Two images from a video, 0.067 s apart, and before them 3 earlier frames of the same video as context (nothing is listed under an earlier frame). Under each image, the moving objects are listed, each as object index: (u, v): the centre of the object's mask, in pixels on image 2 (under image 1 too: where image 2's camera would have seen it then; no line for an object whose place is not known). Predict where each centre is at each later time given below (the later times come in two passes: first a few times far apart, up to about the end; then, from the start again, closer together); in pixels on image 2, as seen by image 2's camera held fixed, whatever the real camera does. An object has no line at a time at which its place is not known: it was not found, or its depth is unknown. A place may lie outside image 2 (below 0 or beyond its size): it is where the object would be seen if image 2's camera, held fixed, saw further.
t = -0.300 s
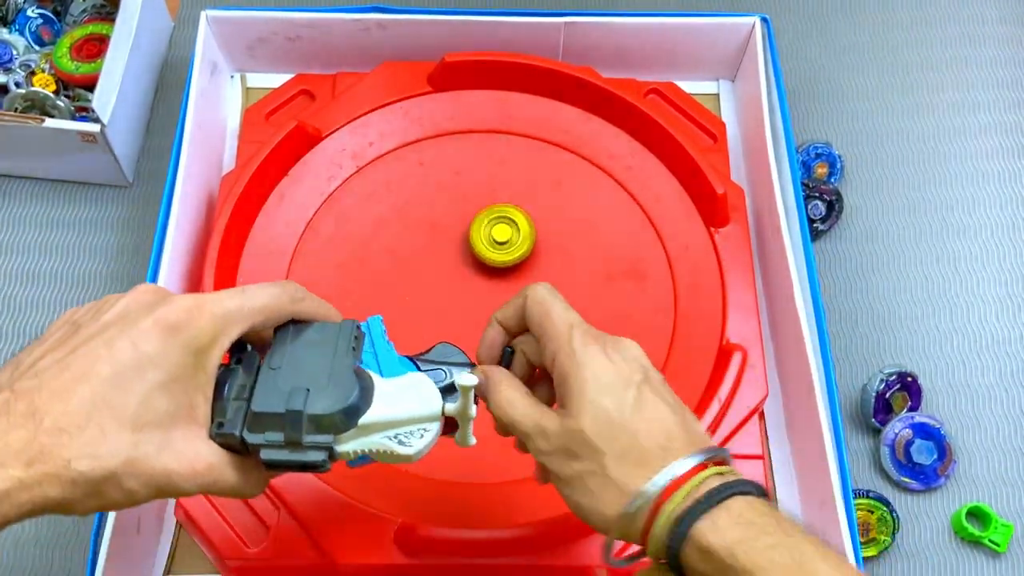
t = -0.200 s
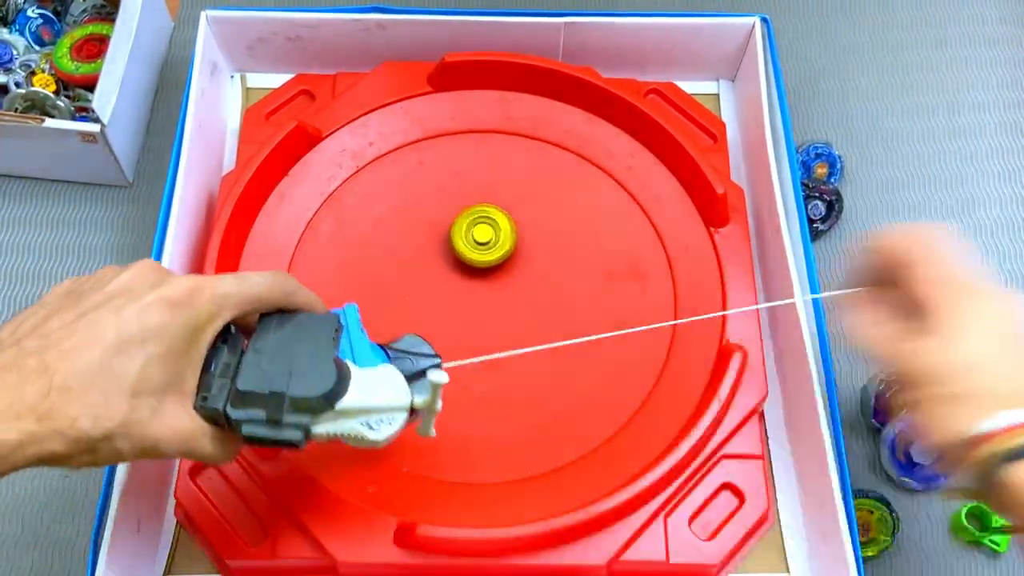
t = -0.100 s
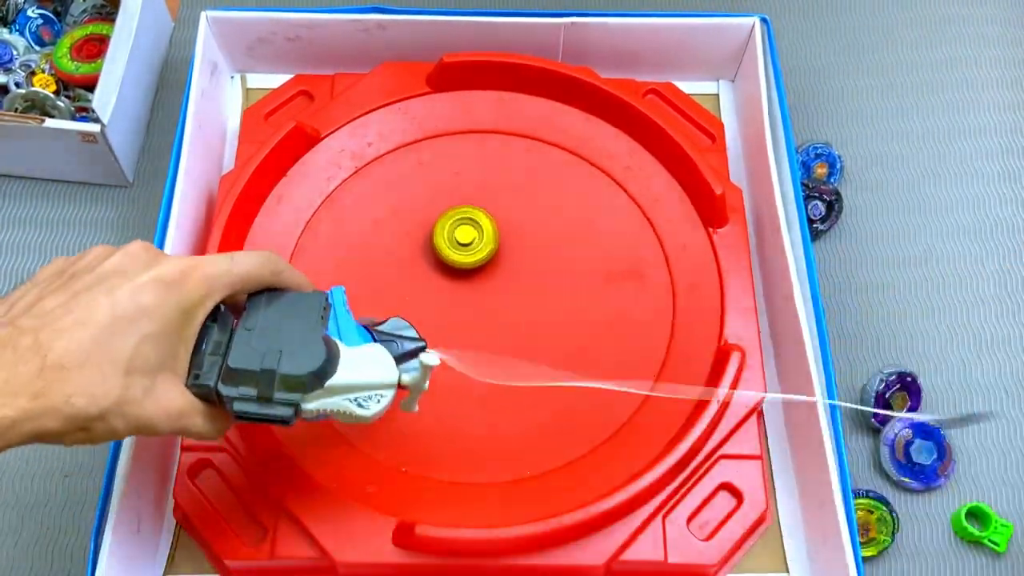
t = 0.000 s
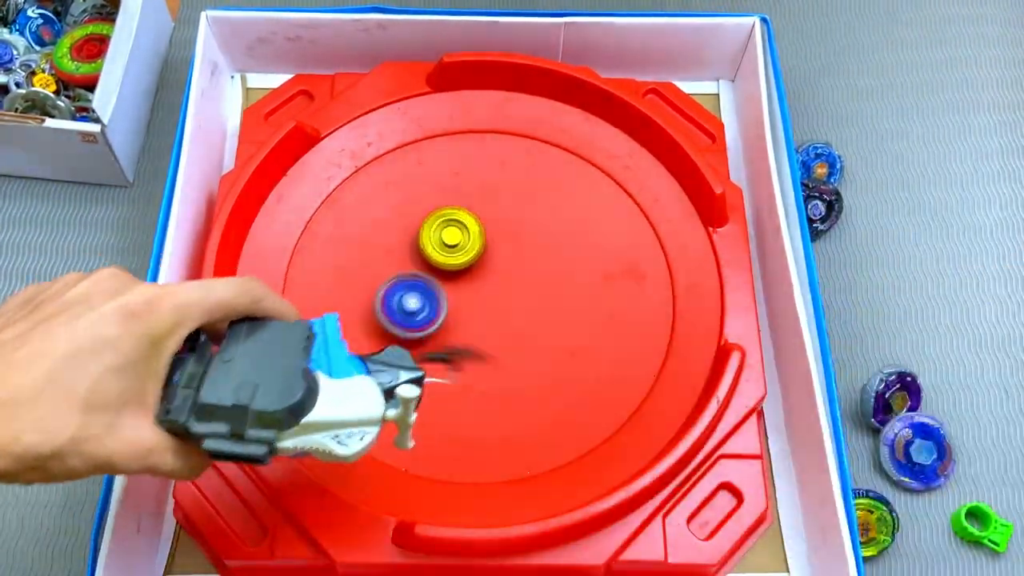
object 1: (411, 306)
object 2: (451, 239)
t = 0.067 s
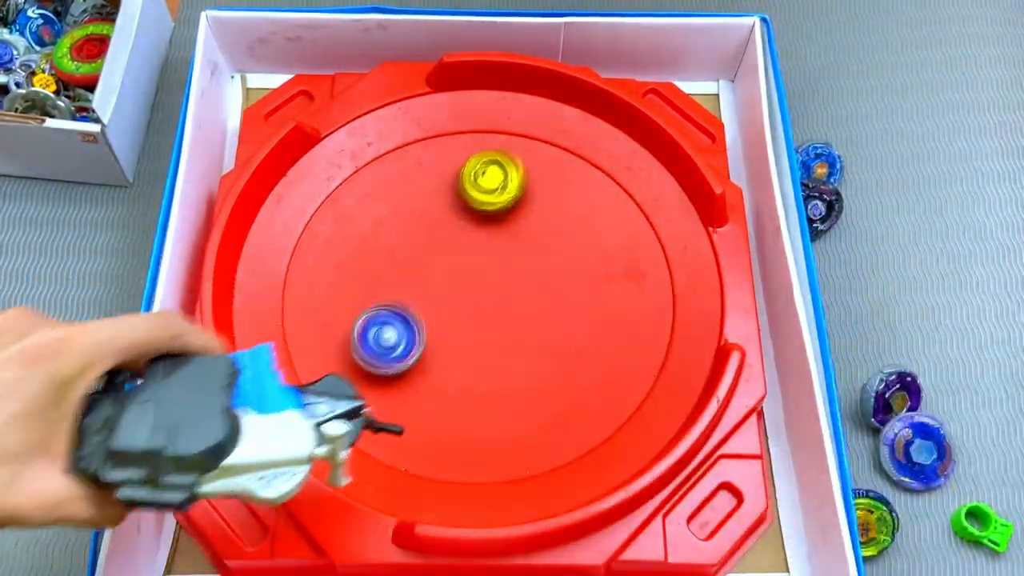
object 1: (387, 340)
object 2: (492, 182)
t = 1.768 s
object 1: (416, 266)
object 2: (342, 274)
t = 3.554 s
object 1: (461, 329)
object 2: (548, 342)
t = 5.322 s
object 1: (472, 299)
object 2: (447, 231)
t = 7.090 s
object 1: (482, 298)
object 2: (498, 380)
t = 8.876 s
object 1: (476, 297)
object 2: (458, 234)
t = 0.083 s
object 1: (376, 354)
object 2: (506, 162)
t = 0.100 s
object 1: (364, 369)
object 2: (521, 143)
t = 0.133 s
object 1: (344, 397)
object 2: (548, 115)
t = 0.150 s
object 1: (336, 412)
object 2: (558, 113)
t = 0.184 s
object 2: (577, 120)
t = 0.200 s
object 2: (585, 127)
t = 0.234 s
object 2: (602, 149)
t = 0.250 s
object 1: (332, 460)
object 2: (609, 160)
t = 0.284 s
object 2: (620, 181)
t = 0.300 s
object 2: (624, 194)
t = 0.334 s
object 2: (628, 218)
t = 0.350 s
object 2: (628, 230)
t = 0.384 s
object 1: (417, 465)
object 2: (626, 254)
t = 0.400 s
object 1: (432, 462)
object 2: (623, 266)
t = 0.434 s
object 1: (463, 451)
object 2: (616, 288)
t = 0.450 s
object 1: (478, 445)
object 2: (610, 300)
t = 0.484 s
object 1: (506, 431)
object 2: (598, 321)
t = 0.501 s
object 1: (519, 424)
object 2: (591, 331)
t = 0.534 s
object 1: (543, 407)
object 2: (575, 348)
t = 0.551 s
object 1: (547, 412)
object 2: (570, 341)
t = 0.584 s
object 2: (565, 321)
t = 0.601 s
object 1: (552, 452)
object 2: (561, 309)
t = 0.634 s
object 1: (551, 460)
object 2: (552, 291)
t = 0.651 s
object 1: (550, 463)
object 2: (546, 283)
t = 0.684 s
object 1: (548, 465)
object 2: (535, 270)
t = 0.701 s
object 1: (546, 463)
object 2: (529, 266)
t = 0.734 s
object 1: (543, 456)
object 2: (519, 258)
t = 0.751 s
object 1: (542, 449)
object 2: (513, 256)
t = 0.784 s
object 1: (539, 436)
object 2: (503, 256)
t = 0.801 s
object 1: (538, 429)
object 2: (497, 257)
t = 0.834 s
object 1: (536, 412)
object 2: (491, 262)
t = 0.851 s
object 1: (536, 403)
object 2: (488, 265)
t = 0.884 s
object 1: (535, 385)
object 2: (485, 272)
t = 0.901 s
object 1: (536, 376)
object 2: (484, 275)
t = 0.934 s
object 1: (537, 359)
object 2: (480, 281)
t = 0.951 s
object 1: (538, 350)
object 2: (478, 283)
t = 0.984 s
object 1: (542, 337)
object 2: (473, 289)
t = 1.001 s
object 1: (544, 331)
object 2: (471, 291)
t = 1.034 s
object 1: (547, 320)
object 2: (467, 296)
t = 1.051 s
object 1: (547, 316)
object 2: (464, 298)
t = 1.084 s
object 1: (544, 307)
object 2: (460, 303)
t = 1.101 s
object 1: (541, 303)
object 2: (458, 305)
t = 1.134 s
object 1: (535, 295)
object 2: (454, 309)
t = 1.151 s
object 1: (530, 292)
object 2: (452, 311)
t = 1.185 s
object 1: (518, 286)
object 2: (448, 315)
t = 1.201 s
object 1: (511, 284)
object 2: (446, 317)
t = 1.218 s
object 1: (509, 281)
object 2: (439, 320)
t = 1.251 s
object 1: (530, 267)
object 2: (397, 335)
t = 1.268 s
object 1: (539, 260)
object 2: (379, 341)
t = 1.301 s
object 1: (554, 249)
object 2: (347, 350)
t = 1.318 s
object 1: (559, 243)
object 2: (333, 352)
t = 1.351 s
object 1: (566, 234)
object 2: (309, 353)
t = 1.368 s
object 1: (568, 231)
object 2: (299, 351)
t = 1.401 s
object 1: (568, 223)
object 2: (289, 340)
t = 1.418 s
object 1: (567, 221)
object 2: (288, 335)
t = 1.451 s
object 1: (561, 216)
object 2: (292, 324)
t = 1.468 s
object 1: (557, 215)
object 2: (296, 318)
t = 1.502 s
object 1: (545, 212)
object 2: (302, 306)
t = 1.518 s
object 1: (538, 212)
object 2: (305, 301)
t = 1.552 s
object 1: (521, 211)
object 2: (311, 292)
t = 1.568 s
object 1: (512, 211)
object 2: (314, 288)
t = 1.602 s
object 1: (493, 213)
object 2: (319, 283)
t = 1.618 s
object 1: (484, 215)
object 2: (321, 281)
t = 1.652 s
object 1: (465, 223)
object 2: (325, 278)
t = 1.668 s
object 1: (457, 227)
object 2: (326, 277)
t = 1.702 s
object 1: (440, 237)
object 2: (331, 276)
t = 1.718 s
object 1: (433, 244)
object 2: (333, 275)
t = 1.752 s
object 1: (420, 258)
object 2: (339, 274)
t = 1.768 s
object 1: (416, 266)
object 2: (342, 274)
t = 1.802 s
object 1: (438, 283)
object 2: (319, 273)
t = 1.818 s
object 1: (449, 290)
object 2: (309, 272)
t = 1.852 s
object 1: (470, 307)
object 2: (296, 271)
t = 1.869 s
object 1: (479, 313)
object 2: (293, 270)
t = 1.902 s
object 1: (498, 324)
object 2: (292, 269)
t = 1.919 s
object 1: (506, 329)
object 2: (293, 268)
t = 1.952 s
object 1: (524, 334)
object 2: (297, 265)
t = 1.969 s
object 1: (533, 335)
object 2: (300, 264)
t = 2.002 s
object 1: (552, 334)
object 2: (307, 261)
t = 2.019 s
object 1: (560, 333)
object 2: (311, 260)
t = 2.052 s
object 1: (577, 328)
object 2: (319, 259)
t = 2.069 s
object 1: (584, 324)
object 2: (324, 259)
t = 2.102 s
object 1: (597, 314)
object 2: (334, 259)
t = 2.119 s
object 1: (602, 309)
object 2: (339, 259)
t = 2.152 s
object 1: (610, 296)
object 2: (351, 261)
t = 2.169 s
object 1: (612, 288)
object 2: (356, 262)
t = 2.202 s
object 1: (613, 273)
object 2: (369, 265)
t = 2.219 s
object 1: (612, 267)
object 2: (375, 267)
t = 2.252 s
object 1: (607, 252)
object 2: (390, 273)
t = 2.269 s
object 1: (603, 246)
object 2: (397, 276)
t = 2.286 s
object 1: (598, 241)
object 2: (404, 280)
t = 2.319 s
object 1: (584, 232)
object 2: (420, 289)
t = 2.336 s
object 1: (576, 228)
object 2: (427, 294)
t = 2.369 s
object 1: (558, 224)
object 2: (442, 306)
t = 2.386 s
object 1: (549, 223)
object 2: (448, 312)
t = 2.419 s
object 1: (530, 224)
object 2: (461, 326)
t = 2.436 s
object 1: (520, 226)
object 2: (466, 334)
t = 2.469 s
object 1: (503, 232)
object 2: (476, 348)
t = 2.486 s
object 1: (495, 237)
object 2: (480, 356)
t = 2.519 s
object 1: (480, 248)
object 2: (488, 372)
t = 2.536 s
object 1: (473, 254)
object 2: (491, 380)
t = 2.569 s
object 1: (461, 268)
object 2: (495, 394)
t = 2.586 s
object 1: (456, 276)
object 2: (495, 401)
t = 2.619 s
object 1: (449, 292)
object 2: (496, 414)
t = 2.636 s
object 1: (446, 301)
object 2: (496, 420)
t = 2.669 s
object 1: (442, 318)
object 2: (495, 431)
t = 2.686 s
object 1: (441, 327)
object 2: (494, 436)
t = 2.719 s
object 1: (443, 344)
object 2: (489, 443)
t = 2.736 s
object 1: (444, 353)
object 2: (487, 446)
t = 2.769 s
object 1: (450, 369)
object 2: (483, 448)
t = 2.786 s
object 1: (454, 377)
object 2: (481, 449)
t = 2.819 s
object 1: (458, 371)
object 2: (485, 467)
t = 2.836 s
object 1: (459, 364)
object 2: (487, 470)
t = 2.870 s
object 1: (461, 351)
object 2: (490, 472)
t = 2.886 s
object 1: (462, 345)
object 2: (491, 475)
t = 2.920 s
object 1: (466, 336)
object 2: (492, 475)
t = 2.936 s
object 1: (468, 332)
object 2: (492, 474)
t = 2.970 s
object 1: (470, 326)
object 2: (489, 468)
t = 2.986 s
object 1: (471, 324)
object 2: (487, 465)
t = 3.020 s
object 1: (470, 320)
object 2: (481, 455)
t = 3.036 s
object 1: (469, 319)
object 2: (479, 450)
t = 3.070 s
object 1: (466, 315)
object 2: (476, 441)
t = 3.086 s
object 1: (465, 313)
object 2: (475, 435)
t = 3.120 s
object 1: (463, 312)
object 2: (473, 425)
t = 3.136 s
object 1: (462, 312)
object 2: (472, 420)
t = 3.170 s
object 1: (459, 313)
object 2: (473, 411)
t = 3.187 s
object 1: (457, 314)
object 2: (475, 407)
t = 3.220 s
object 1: (453, 314)
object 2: (478, 401)
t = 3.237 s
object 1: (451, 314)
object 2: (480, 399)
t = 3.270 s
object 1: (448, 315)
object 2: (485, 394)
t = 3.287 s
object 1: (446, 316)
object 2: (488, 391)
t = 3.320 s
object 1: (444, 319)
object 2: (493, 387)
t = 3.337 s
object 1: (442, 320)
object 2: (497, 384)
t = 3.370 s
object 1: (441, 322)
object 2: (502, 379)
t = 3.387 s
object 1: (440, 323)
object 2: (506, 377)
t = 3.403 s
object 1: (441, 323)
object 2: (509, 374)
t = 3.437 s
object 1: (445, 324)
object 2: (516, 368)
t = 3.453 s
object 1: (447, 325)
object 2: (520, 364)
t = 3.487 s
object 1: (452, 328)
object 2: (528, 358)
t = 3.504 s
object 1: (454, 329)
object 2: (533, 354)
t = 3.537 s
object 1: (459, 329)
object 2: (543, 346)
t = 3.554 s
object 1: (461, 329)
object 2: (548, 342)
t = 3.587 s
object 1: (465, 327)
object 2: (556, 336)
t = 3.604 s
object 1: (467, 325)
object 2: (560, 332)
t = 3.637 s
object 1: (470, 320)
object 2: (568, 327)
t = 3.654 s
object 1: (472, 318)
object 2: (572, 324)
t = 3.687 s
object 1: (477, 311)
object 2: (579, 319)
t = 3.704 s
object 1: (480, 307)
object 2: (581, 317)
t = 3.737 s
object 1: (482, 299)
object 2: (585, 315)
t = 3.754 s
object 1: (483, 294)
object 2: (587, 313)
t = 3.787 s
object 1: (480, 287)
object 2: (590, 312)
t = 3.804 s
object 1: (477, 284)
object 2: (591, 311)
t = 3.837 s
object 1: (470, 278)
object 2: (594, 309)
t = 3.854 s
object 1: (466, 275)
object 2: (595, 308)
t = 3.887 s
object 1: (459, 272)
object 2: (597, 306)
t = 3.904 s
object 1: (455, 271)
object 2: (597, 305)
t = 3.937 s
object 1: (448, 270)
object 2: (598, 303)
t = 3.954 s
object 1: (445, 271)
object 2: (599, 302)
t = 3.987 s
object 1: (437, 272)
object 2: (599, 299)
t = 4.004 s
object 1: (433, 274)
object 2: (599, 297)
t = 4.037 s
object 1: (427, 279)
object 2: (598, 294)
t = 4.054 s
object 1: (424, 283)
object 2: (598, 293)
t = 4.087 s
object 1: (422, 291)
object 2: (597, 290)
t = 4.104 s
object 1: (421, 295)
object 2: (595, 289)
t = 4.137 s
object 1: (422, 304)
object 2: (593, 286)
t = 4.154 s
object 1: (423, 308)
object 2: (592, 285)
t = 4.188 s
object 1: (428, 316)
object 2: (589, 282)
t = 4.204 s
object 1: (432, 319)
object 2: (587, 281)
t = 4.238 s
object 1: (441, 325)
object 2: (584, 279)
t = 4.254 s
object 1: (447, 327)
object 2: (582, 277)
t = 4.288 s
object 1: (459, 328)
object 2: (578, 274)
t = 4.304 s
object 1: (466, 327)
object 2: (576, 273)
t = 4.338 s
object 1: (479, 325)
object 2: (571, 269)
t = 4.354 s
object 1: (485, 322)
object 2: (570, 267)
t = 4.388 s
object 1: (497, 315)
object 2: (566, 263)
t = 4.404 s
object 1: (501, 311)
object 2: (564, 262)
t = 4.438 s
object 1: (509, 301)
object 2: (560, 258)
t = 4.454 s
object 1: (502, 303)
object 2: (566, 251)
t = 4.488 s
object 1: (489, 306)
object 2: (575, 236)
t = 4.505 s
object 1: (484, 306)
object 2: (577, 231)
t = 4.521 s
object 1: (480, 306)
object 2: (578, 227)
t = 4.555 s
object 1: (475, 303)
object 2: (578, 222)
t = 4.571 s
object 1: (473, 303)
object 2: (578, 220)
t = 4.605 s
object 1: (470, 302)
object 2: (577, 218)
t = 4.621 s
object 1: (469, 303)
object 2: (577, 217)
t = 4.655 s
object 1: (468, 304)
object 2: (575, 216)
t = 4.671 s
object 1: (468, 304)
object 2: (574, 215)
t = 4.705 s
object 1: (470, 305)
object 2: (572, 214)
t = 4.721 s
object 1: (470, 306)
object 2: (570, 214)
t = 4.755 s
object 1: (472, 307)
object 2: (567, 213)
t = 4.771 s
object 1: (473, 307)
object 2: (566, 214)
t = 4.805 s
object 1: (474, 307)
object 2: (562, 213)
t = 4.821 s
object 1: (475, 307)
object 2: (560, 213)
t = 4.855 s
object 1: (475, 307)
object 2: (556, 214)
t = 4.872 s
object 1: (475, 306)
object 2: (553, 214)
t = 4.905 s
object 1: (476, 304)
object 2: (549, 215)
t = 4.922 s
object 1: (476, 304)
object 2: (546, 215)
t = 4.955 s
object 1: (476, 302)
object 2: (541, 217)
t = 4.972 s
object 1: (476, 302)
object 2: (538, 217)
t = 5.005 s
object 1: (476, 301)
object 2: (532, 218)
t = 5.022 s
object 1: (476, 301)
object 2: (529, 219)
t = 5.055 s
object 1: (476, 300)
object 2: (522, 220)
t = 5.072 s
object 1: (475, 300)
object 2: (519, 221)
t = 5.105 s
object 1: (474, 299)
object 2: (512, 222)
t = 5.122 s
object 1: (473, 299)
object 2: (508, 223)
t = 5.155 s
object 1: (472, 299)
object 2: (498, 225)
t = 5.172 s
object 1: (471, 299)
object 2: (492, 225)
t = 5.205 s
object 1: (470, 298)
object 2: (482, 227)
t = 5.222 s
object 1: (470, 298)
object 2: (477, 228)
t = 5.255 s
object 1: (470, 298)
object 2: (467, 229)
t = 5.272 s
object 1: (470, 298)
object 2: (462, 229)
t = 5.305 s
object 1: (471, 299)
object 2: (452, 231)
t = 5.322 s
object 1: (472, 299)
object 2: (447, 231)
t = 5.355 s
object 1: (472, 301)
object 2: (438, 231)
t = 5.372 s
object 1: (472, 301)
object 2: (434, 231)
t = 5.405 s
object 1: (472, 301)
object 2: (427, 232)
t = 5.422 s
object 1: (471, 301)
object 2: (423, 233)
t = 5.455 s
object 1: (471, 300)
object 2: (417, 233)
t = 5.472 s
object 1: (470, 300)
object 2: (414, 234)
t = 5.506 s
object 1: (471, 298)
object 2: (409, 235)
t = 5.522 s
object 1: (471, 298)
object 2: (406, 235)
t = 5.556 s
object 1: (473, 297)
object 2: (403, 236)
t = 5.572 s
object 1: (474, 297)
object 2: (400, 237)
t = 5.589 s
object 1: (474, 297)
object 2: (399, 237)
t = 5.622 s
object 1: (475, 297)
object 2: (396, 240)
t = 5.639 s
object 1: (475, 297)
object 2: (394, 242)
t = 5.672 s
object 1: (476, 297)
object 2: (390, 244)
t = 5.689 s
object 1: (476, 297)
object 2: (389, 244)
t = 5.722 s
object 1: (475, 297)
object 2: (386, 247)
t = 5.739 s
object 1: (475, 297)
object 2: (385, 248)
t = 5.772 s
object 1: (475, 297)
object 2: (383, 250)
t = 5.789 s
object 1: (475, 296)
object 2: (383, 252)
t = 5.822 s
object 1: (476, 295)
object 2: (382, 255)
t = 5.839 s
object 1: (476, 295)
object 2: (381, 257)
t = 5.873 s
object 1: (476, 294)
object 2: (381, 261)
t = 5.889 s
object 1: (476, 294)
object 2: (381, 264)
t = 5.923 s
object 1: (477, 294)
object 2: (381, 268)
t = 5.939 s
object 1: (476, 294)
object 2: (381, 270)
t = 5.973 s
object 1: (476, 294)
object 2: (382, 275)
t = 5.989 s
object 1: (476, 295)
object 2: (382, 278)
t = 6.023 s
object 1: (475, 295)
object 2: (383, 284)
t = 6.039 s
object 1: (475, 295)
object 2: (384, 287)
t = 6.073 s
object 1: (474, 295)
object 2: (384, 293)
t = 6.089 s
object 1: (473, 294)
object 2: (385, 296)
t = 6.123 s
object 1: (473, 294)
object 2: (386, 302)
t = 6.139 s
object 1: (473, 294)
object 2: (386, 305)
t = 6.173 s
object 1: (474, 294)
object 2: (387, 311)
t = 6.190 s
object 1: (474, 294)
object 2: (387, 313)
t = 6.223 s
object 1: (476, 295)
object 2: (389, 319)
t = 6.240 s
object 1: (477, 296)
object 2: (389, 322)
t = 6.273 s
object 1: (479, 297)
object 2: (391, 327)
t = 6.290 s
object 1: (480, 298)
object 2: (391, 329)
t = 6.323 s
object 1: (481, 299)
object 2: (392, 334)
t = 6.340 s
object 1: (482, 299)
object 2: (394, 335)
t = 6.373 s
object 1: (483, 300)
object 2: (397, 340)
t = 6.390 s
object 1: (484, 300)
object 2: (398, 342)
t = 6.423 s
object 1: (484, 299)
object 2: (401, 347)
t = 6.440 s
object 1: (485, 299)
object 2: (403, 349)
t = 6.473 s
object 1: (485, 298)
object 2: (406, 353)
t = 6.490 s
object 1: (485, 297)
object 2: (408, 354)
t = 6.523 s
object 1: (485, 296)
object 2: (412, 358)
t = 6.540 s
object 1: (484, 295)
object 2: (415, 359)
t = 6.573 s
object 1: (484, 294)
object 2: (420, 362)
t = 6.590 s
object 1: (485, 294)
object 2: (423, 364)
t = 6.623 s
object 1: (485, 294)
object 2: (429, 368)
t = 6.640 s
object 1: (486, 293)
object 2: (432, 370)
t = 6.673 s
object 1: (486, 294)
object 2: (438, 373)
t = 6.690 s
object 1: (486, 294)
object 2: (441, 374)
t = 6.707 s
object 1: (486, 294)
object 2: (443, 375)
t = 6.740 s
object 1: (486, 295)
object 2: (449, 377)
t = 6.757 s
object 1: (486, 295)
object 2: (451, 378)
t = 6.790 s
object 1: (485, 295)
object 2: (456, 380)
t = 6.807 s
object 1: (485, 295)
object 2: (459, 380)
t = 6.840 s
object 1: (484, 295)
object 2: (464, 382)
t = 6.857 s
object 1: (484, 294)
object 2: (466, 382)
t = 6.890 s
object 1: (483, 294)
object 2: (471, 383)
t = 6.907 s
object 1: (483, 294)
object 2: (474, 383)
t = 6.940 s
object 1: (482, 295)
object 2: (479, 383)
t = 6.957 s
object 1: (483, 294)
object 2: (481, 383)
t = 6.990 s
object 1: (483, 295)
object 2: (485, 382)
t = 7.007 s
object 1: (483, 296)
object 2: (487, 382)
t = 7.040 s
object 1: (483, 296)
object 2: (491, 382)
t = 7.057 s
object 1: (483, 297)
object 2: (493, 381)
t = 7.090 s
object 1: (482, 298)
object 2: (498, 380)
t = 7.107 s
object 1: (482, 298)
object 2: (500, 379)
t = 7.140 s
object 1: (481, 299)
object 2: (504, 378)
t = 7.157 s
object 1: (481, 299)
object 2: (506, 377)
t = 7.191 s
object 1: (481, 299)
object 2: (511, 375)
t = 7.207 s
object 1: (480, 300)
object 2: (514, 374)
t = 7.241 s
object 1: (481, 300)
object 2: (518, 371)
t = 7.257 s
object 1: (481, 301)
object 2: (521, 369)
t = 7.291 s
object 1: (481, 302)
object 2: (525, 366)
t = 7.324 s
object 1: (482, 302)
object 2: (530, 362)
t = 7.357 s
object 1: (482, 303)
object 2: (534, 358)
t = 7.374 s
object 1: (483, 303)
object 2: (537, 355)
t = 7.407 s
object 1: (484, 304)
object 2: (542, 350)
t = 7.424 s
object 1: (484, 303)
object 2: (546, 348)
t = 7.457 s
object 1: (485, 304)
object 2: (550, 342)
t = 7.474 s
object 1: (486, 304)
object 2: (553, 340)
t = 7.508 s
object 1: (486, 304)
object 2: (557, 335)
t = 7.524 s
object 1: (486, 304)
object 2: (559, 332)
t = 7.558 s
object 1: (487, 303)
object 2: (563, 327)
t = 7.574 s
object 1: (487, 303)
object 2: (564, 325)
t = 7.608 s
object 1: (487, 302)
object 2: (567, 320)
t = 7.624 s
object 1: (487, 301)
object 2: (569, 317)
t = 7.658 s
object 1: (488, 301)
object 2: (572, 313)
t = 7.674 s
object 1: (488, 300)
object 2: (574, 310)
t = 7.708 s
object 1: (488, 300)
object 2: (576, 305)
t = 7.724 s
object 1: (488, 300)
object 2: (577, 303)
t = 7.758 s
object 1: (487, 300)
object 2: (578, 299)
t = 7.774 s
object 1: (486, 300)
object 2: (578, 298)
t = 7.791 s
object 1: (486, 299)
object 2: (579, 296)
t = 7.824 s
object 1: (485, 299)
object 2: (579, 293)
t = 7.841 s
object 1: (484, 299)
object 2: (579, 291)
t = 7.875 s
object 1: (483, 299)
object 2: (578, 288)
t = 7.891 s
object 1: (483, 300)
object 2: (578, 287)
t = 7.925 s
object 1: (482, 300)
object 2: (577, 283)
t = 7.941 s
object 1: (481, 300)
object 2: (577, 282)
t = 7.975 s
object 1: (480, 300)
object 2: (576, 279)
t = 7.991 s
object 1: (480, 300)
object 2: (575, 277)
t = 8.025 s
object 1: (479, 300)
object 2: (573, 274)
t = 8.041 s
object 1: (479, 301)
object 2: (572, 272)
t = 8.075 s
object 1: (478, 301)
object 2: (569, 269)
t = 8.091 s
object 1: (478, 302)
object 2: (568, 267)
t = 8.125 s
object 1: (477, 303)
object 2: (565, 264)
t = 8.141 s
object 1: (477, 303)
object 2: (564, 262)
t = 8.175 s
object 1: (476, 304)
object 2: (561, 260)
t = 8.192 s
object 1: (476, 304)
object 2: (559, 258)
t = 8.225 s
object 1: (476, 305)
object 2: (556, 255)
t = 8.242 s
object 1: (477, 305)
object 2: (554, 254)
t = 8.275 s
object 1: (477, 306)
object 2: (550, 252)
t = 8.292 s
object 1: (477, 306)
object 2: (548, 250)
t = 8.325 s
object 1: (478, 306)
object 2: (543, 247)
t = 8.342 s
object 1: (478, 307)
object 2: (542, 246)
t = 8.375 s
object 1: (479, 307)
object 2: (537, 243)
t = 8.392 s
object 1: (480, 307)
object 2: (534, 241)
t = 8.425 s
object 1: (480, 307)
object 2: (529, 239)
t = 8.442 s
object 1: (481, 306)
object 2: (527, 238)
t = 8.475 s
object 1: (481, 306)
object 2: (522, 235)
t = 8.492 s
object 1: (482, 306)
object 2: (520, 234)
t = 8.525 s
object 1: (482, 305)
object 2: (515, 233)
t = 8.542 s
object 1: (482, 305)
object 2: (513, 232)
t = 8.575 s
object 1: (483, 304)
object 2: (507, 232)
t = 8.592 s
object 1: (483, 303)
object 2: (505, 231)
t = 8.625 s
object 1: (483, 302)
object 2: (499, 231)
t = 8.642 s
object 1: (484, 301)
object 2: (495, 231)
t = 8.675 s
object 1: (483, 300)
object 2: (490, 230)
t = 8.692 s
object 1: (483, 300)
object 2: (487, 231)
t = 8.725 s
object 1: (482, 299)
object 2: (481, 231)
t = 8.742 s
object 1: (482, 299)
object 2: (479, 231)
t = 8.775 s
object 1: (480, 299)
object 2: (474, 231)
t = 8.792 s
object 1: (480, 299)
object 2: (472, 231)
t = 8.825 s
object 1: (478, 298)
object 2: (466, 233)
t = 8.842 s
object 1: (477, 298)
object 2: (463, 232)
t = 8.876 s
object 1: (476, 297)
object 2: (458, 234)
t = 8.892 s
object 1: (475, 297)
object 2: (454, 234)
